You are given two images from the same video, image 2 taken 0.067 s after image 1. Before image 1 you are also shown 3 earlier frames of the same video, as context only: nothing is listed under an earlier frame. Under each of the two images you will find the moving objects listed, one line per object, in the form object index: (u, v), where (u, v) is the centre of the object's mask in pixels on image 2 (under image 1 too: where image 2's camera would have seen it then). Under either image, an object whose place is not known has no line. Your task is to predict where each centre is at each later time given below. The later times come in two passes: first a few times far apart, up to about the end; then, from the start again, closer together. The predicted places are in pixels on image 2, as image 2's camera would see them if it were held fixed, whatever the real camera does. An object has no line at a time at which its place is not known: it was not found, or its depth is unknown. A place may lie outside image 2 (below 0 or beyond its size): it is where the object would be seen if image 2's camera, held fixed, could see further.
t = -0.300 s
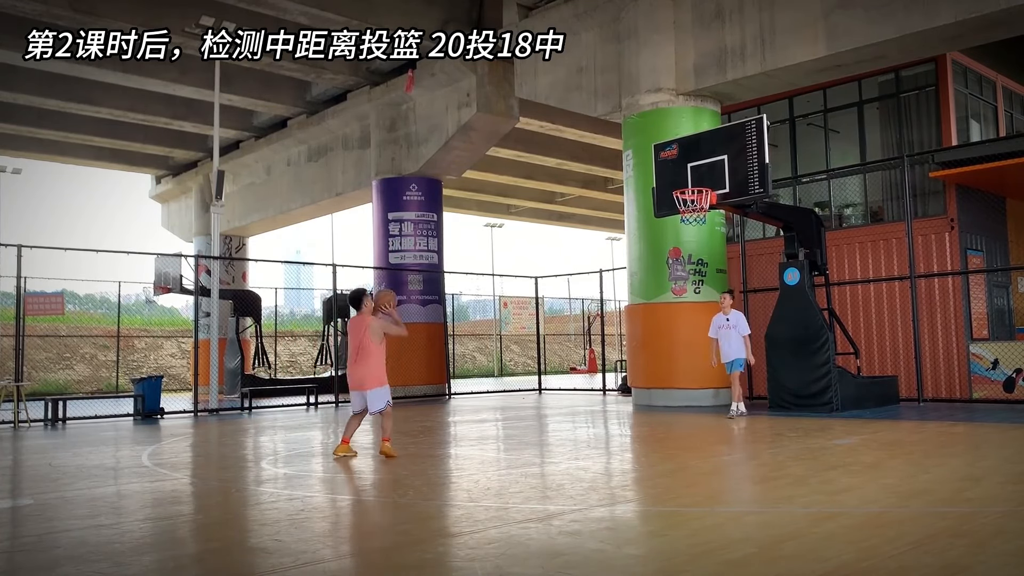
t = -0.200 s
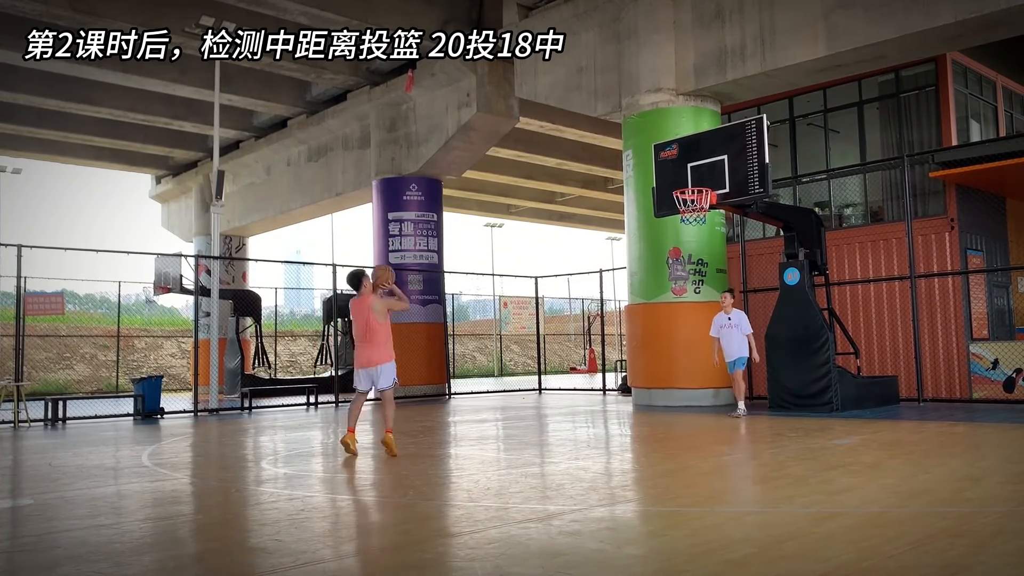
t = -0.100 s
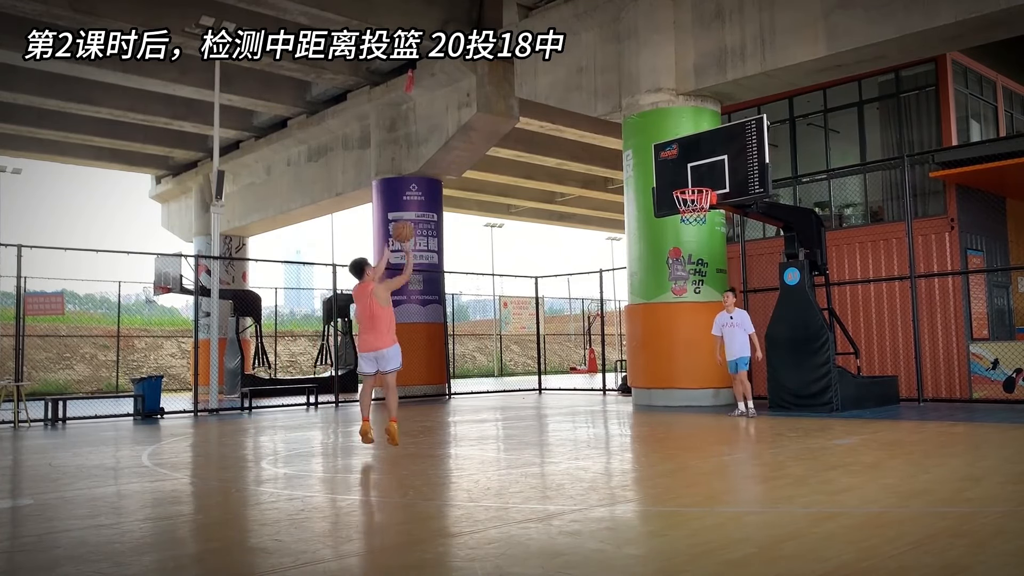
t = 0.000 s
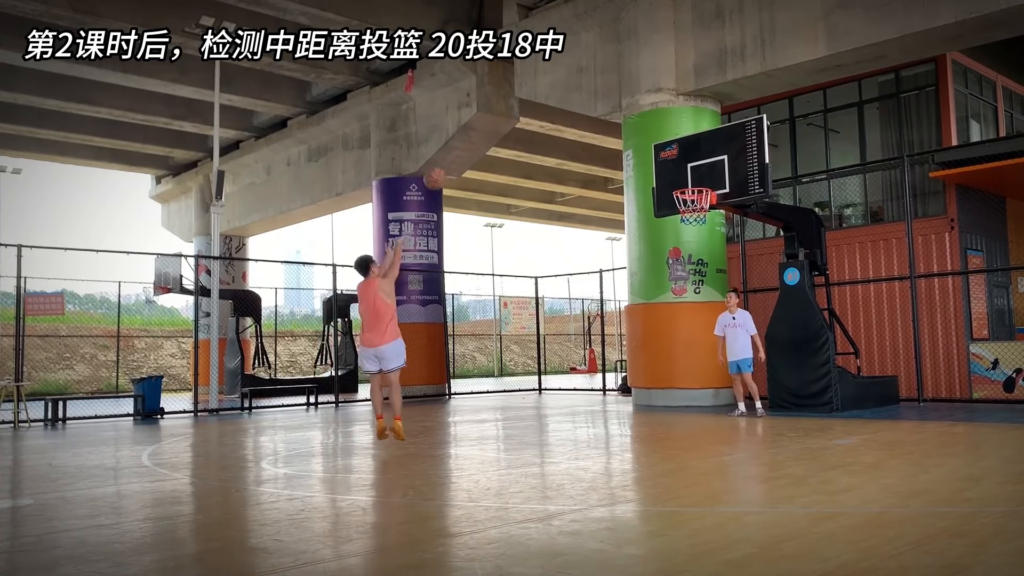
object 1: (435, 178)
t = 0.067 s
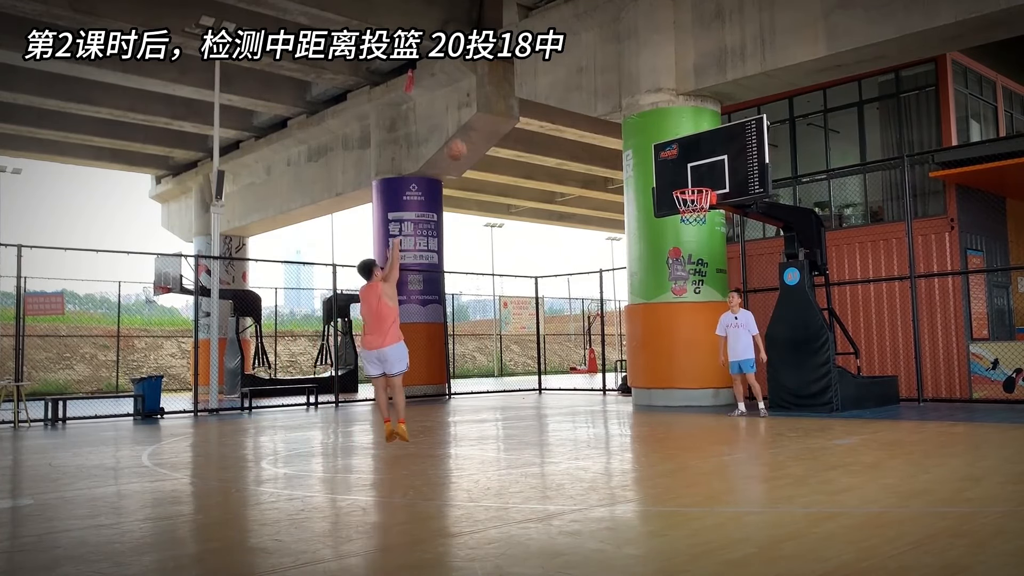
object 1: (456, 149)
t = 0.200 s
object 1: (496, 107)
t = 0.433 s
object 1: (555, 74)
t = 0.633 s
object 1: (605, 82)
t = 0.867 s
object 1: (657, 127)
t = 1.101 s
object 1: (704, 211)
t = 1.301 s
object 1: (713, 234)
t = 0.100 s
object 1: (466, 137)
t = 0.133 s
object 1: (475, 127)
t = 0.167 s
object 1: (486, 115)
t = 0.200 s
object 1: (496, 107)
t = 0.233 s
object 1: (504, 99)
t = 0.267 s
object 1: (513, 92)
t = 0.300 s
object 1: (521, 87)
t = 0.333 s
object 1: (530, 83)
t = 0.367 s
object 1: (538, 78)
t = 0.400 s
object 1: (547, 76)
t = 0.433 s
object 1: (555, 74)
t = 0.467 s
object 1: (564, 73)
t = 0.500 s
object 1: (572, 73)
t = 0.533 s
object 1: (580, 75)
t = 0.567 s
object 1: (589, 76)
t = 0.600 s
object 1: (597, 78)
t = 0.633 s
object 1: (605, 82)
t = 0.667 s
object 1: (613, 86)
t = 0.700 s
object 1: (620, 92)
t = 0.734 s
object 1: (628, 97)
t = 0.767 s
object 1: (633, 103)
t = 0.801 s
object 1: (640, 110)
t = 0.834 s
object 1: (649, 119)
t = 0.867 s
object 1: (657, 127)
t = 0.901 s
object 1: (665, 136)
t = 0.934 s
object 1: (672, 148)
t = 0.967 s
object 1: (678, 158)
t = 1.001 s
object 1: (684, 170)
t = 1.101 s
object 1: (704, 211)
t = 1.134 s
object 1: (708, 212)
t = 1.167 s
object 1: (708, 215)
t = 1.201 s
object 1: (709, 218)
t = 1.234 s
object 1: (710, 222)
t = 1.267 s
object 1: (712, 228)
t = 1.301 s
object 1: (713, 234)
